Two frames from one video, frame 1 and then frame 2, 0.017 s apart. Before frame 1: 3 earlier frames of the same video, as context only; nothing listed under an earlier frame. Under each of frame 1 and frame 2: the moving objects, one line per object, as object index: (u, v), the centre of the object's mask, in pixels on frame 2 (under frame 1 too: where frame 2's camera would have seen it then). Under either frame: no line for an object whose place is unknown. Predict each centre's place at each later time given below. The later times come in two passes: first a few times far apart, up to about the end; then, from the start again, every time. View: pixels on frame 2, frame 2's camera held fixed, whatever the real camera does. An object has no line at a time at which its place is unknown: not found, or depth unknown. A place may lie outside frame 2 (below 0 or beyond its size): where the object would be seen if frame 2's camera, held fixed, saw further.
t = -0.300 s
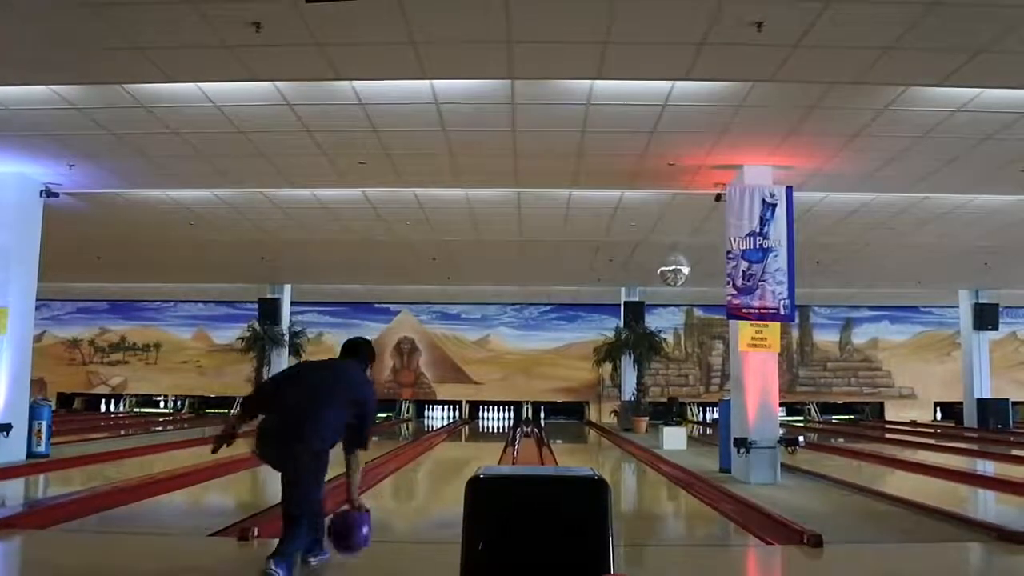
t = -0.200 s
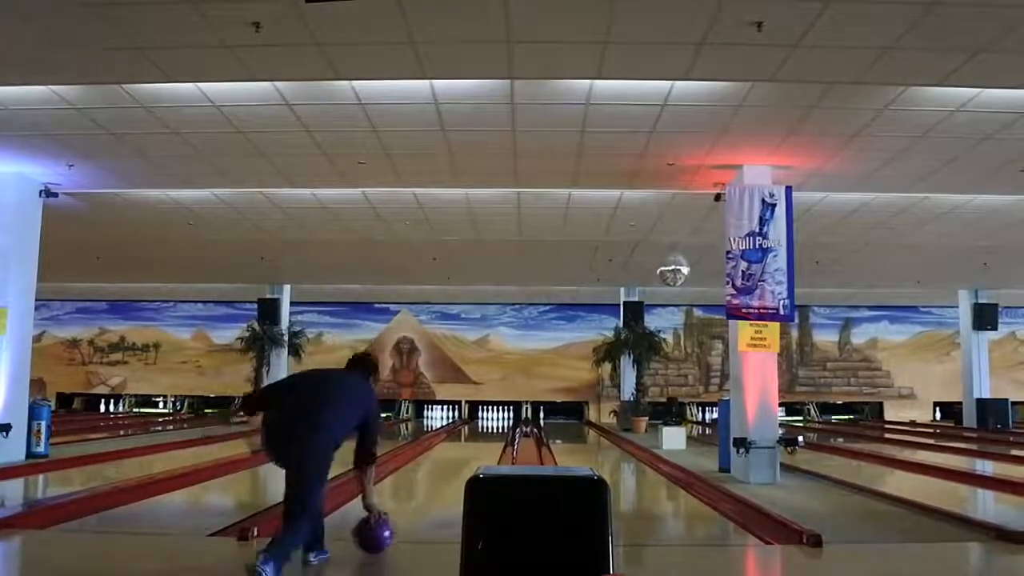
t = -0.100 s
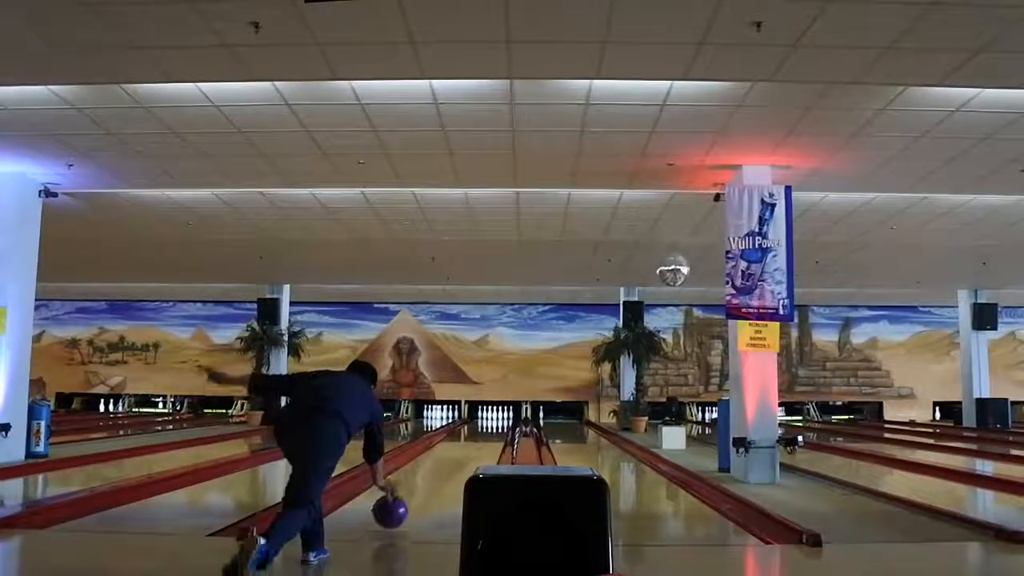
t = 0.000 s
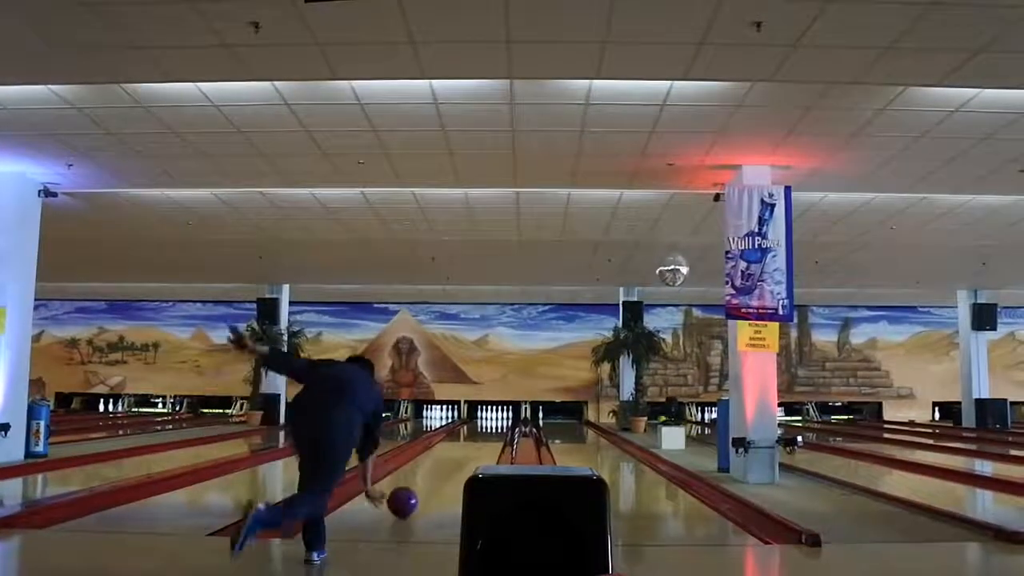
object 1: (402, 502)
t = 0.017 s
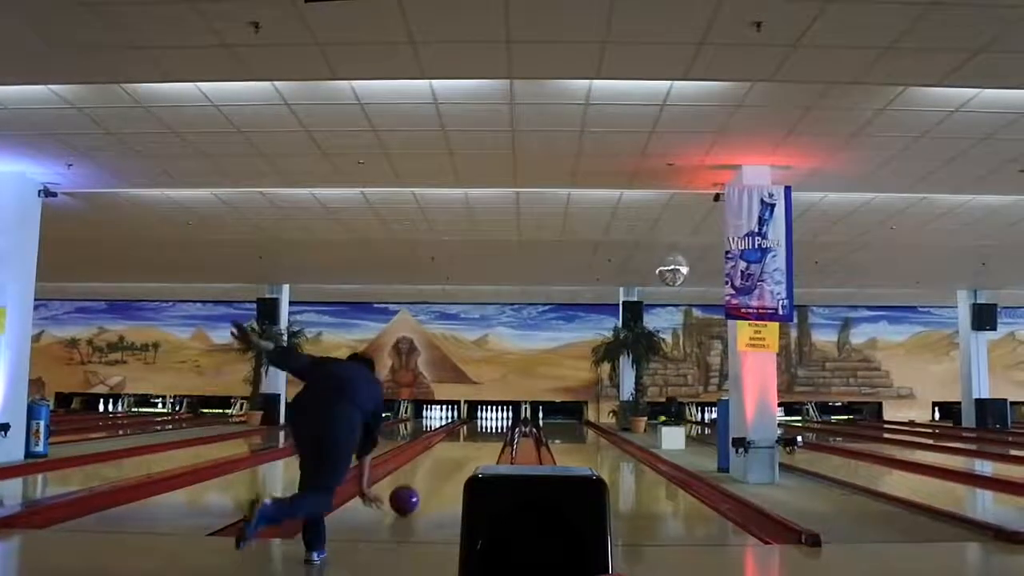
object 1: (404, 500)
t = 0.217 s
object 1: (422, 480)
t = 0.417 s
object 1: (435, 466)
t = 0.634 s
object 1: (445, 455)
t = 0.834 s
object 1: (452, 447)
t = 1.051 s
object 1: (457, 441)
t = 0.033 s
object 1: (406, 498)
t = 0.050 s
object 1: (407, 497)
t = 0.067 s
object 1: (409, 495)
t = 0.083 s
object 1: (411, 493)
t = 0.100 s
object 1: (412, 491)
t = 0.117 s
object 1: (414, 490)
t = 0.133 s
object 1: (415, 488)
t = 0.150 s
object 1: (417, 486)
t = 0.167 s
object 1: (418, 485)
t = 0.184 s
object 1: (420, 483)
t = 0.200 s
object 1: (421, 482)
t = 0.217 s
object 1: (422, 480)
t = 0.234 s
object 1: (423, 479)
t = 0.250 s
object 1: (424, 477)
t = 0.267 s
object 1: (426, 476)
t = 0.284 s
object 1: (427, 475)
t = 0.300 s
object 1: (428, 474)
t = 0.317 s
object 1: (429, 472)
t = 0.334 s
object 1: (431, 471)
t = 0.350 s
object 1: (431, 470)
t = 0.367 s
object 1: (432, 469)
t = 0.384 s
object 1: (433, 468)
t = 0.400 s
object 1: (434, 467)
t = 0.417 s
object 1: (435, 466)
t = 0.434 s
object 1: (436, 465)
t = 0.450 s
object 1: (437, 464)
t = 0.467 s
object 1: (437, 463)
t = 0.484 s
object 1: (438, 462)
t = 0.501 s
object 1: (439, 461)
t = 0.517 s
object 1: (440, 460)
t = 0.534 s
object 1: (440, 459)
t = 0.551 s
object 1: (441, 458)
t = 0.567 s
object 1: (442, 458)
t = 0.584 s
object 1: (443, 457)
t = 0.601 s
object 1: (444, 456)
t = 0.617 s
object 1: (445, 455)
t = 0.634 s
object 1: (445, 455)
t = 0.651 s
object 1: (446, 454)
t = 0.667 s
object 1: (447, 453)
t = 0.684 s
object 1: (447, 453)
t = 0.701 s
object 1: (448, 452)
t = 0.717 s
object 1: (449, 451)
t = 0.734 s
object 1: (449, 450)
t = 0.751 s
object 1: (450, 450)
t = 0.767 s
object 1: (450, 449)
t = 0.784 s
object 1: (450, 449)
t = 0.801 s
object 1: (451, 448)
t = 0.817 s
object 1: (451, 448)
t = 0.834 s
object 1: (452, 447)
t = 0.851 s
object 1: (452, 447)
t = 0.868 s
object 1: (452, 446)
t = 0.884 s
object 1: (453, 446)
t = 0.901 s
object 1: (454, 446)
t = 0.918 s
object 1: (454, 445)
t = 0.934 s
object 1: (454, 445)
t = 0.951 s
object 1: (455, 444)
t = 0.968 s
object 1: (455, 444)
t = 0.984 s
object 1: (456, 443)
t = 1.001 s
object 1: (456, 443)
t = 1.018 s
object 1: (457, 442)
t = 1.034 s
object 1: (457, 442)
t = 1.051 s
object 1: (457, 441)
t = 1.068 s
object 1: (458, 441)
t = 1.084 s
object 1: (458, 441)
